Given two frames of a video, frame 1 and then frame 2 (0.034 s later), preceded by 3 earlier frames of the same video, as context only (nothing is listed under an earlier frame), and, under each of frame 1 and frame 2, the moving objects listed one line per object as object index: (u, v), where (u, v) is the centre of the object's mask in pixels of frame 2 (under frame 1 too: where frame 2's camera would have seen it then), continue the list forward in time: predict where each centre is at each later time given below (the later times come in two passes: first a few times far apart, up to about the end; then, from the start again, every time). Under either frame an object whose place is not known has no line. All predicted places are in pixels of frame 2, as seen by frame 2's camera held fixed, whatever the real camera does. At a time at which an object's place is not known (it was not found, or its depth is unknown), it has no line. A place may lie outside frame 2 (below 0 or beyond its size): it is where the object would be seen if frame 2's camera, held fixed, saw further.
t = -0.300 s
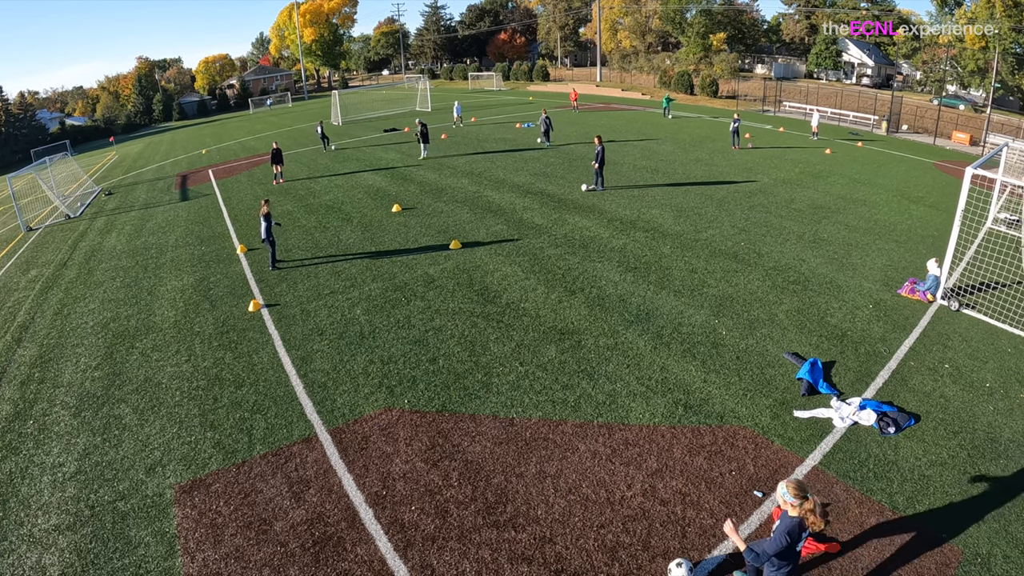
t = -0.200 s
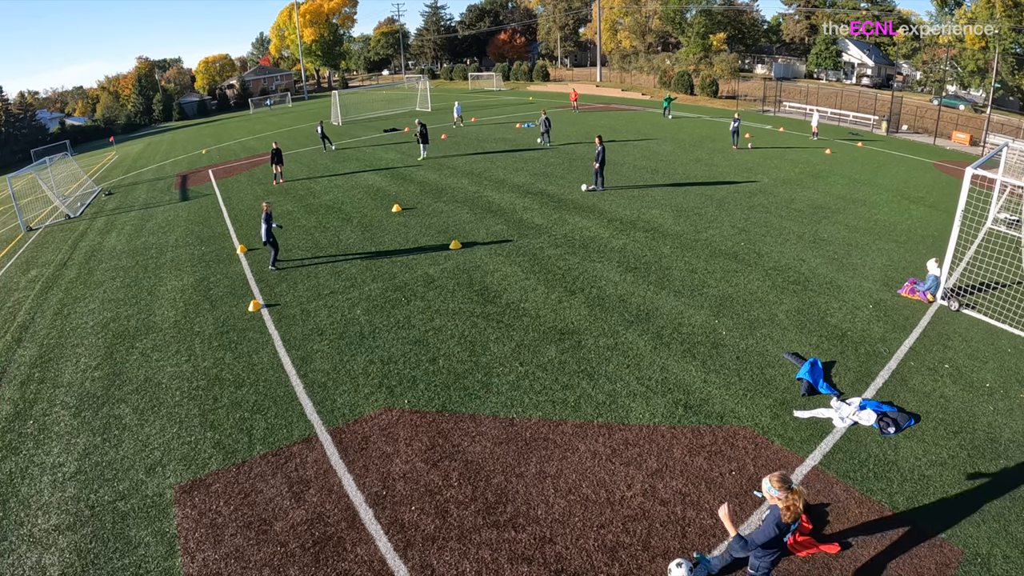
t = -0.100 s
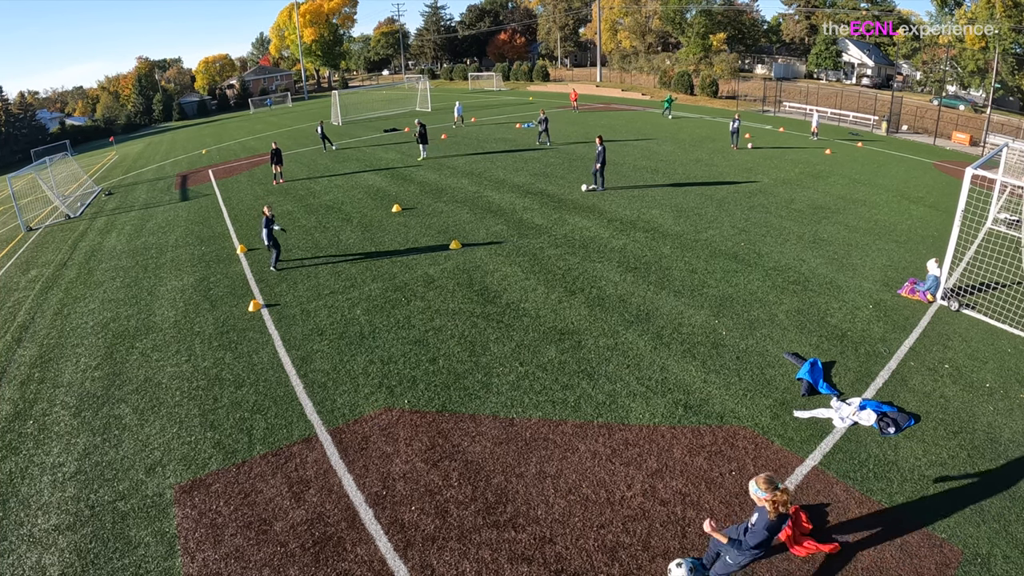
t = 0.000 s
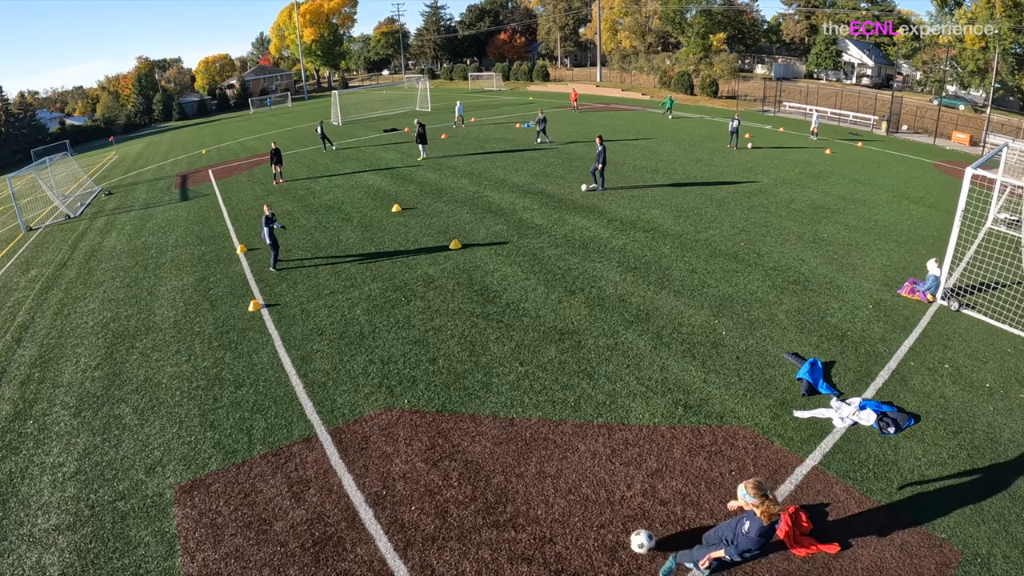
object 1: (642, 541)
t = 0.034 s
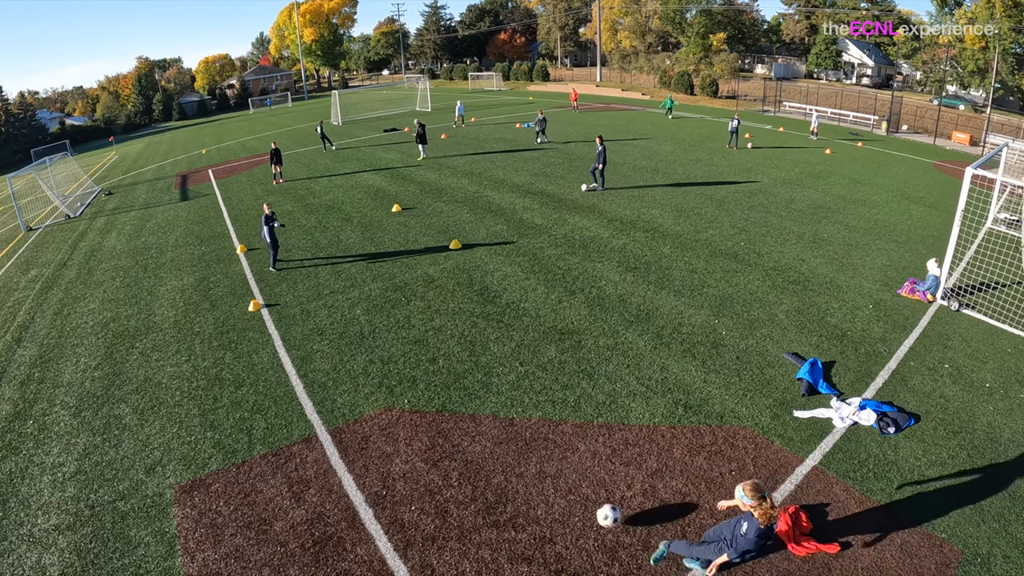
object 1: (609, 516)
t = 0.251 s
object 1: (455, 397)
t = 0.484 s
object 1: (373, 332)
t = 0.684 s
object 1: (336, 294)
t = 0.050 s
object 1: (593, 504)
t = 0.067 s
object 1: (577, 492)
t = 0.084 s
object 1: (563, 482)
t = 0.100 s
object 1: (549, 471)
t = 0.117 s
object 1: (536, 461)
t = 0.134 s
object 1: (523, 452)
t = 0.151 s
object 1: (511, 444)
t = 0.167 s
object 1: (500, 436)
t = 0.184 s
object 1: (489, 428)
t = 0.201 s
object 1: (479, 421)
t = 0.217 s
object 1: (471, 412)
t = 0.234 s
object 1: (463, 405)
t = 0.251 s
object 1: (455, 397)
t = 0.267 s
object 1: (447, 390)
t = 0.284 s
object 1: (439, 383)
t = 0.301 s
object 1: (432, 376)
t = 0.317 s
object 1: (426, 371)
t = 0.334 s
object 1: (419, 365)
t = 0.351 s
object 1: (413, 360)
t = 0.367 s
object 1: (407, 356)
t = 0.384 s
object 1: (402, 351)
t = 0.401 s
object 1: (396, 347)
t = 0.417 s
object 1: (391, 343)
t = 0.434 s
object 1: (386, 340)
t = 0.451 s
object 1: (382, 337)
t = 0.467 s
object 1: (378, 334)
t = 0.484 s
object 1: (373, 332)
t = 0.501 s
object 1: (369, 327)
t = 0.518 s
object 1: (366, 324)
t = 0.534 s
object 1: (362, 319)
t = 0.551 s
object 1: (359, 316)
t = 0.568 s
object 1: (356, 312)
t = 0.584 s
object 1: (352, 308)
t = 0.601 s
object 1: (350, 306)
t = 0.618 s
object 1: (346, 303)
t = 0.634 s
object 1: (343, 301)
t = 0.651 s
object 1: (341, 298)
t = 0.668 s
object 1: (338, 296)
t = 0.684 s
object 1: (336, 294)
